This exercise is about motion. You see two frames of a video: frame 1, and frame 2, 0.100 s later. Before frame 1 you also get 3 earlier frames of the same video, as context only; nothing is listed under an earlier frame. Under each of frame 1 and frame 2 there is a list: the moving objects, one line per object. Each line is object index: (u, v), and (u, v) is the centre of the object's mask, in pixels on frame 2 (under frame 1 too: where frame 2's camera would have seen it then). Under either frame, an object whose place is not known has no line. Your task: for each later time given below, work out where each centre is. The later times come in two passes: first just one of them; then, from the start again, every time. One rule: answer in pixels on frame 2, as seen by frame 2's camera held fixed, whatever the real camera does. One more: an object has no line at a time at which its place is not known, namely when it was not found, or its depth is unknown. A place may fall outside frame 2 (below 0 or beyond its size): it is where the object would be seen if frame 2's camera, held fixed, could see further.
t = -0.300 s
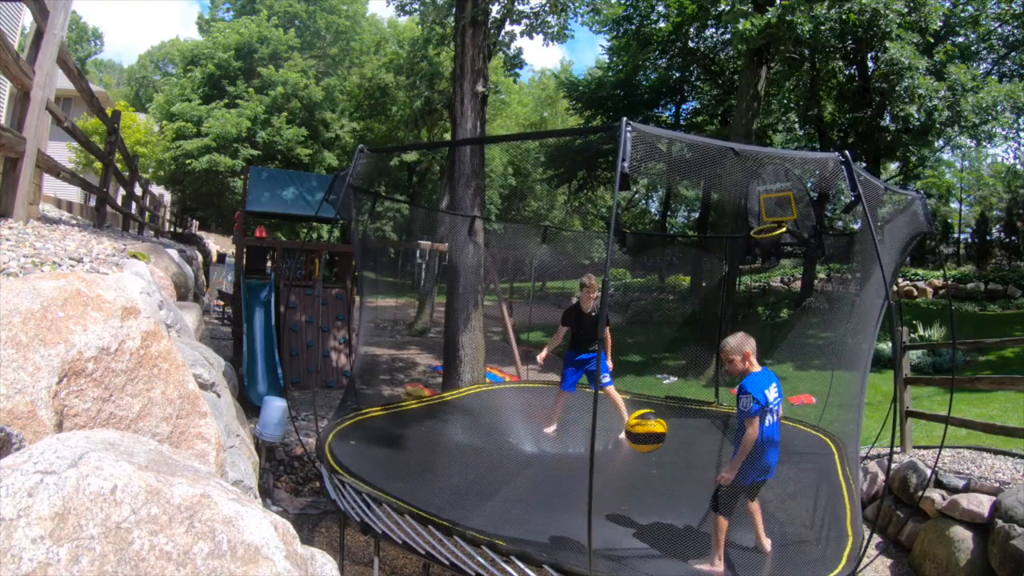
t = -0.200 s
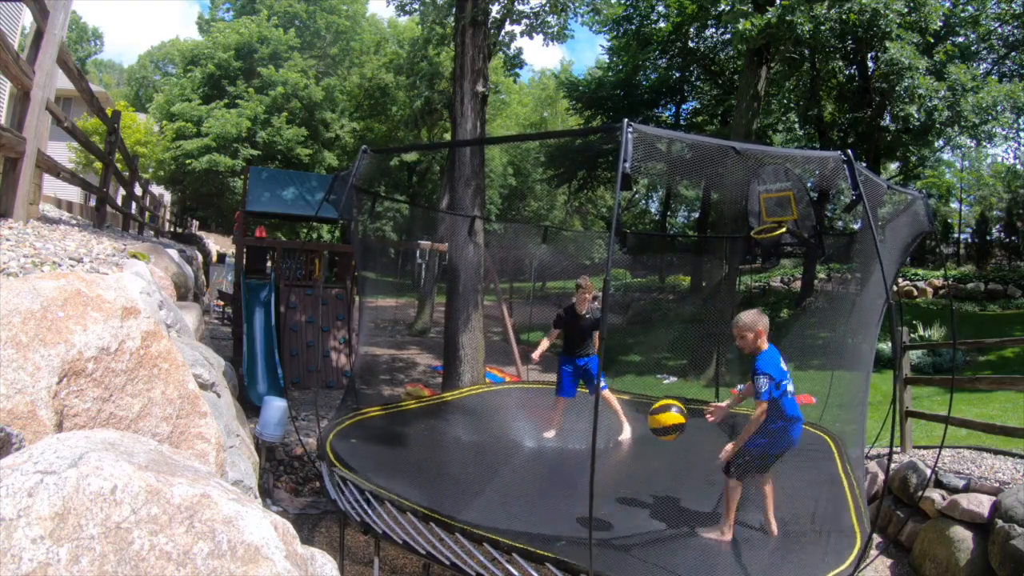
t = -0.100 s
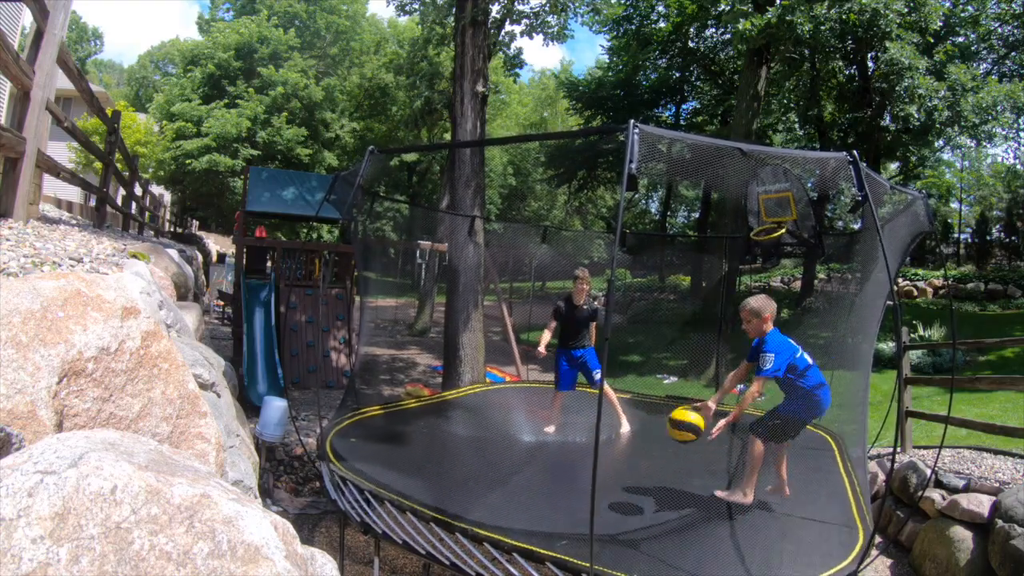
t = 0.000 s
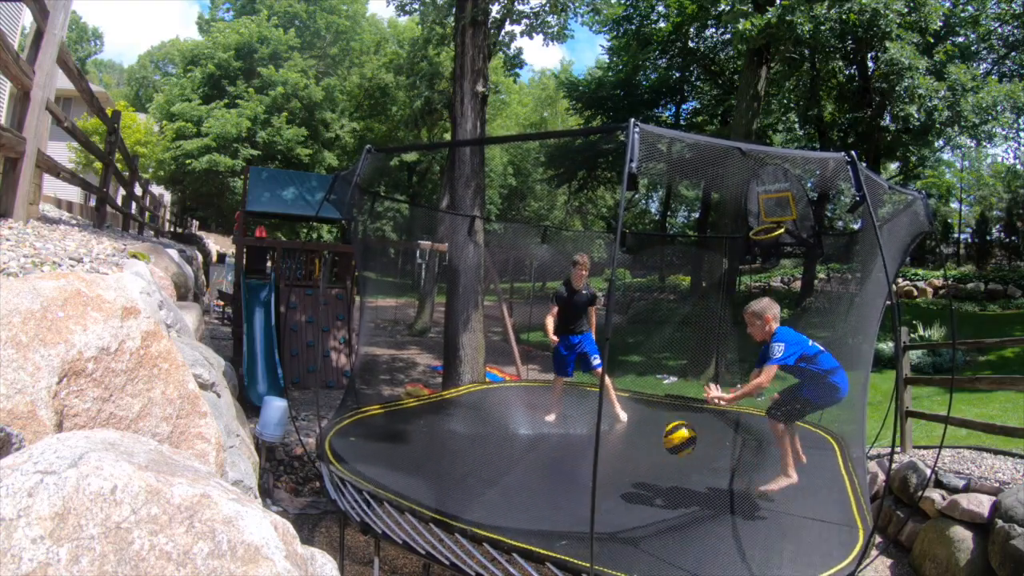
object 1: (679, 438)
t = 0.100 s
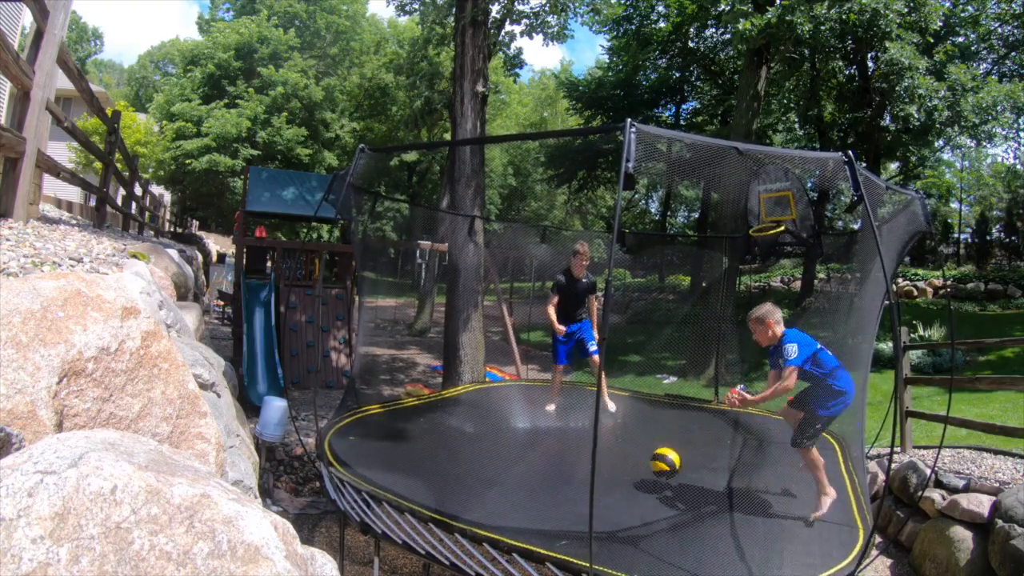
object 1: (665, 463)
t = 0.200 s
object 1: (655, 467)
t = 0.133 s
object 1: (662, 472)
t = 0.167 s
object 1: (658, 472)
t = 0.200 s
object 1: (655, 467)
